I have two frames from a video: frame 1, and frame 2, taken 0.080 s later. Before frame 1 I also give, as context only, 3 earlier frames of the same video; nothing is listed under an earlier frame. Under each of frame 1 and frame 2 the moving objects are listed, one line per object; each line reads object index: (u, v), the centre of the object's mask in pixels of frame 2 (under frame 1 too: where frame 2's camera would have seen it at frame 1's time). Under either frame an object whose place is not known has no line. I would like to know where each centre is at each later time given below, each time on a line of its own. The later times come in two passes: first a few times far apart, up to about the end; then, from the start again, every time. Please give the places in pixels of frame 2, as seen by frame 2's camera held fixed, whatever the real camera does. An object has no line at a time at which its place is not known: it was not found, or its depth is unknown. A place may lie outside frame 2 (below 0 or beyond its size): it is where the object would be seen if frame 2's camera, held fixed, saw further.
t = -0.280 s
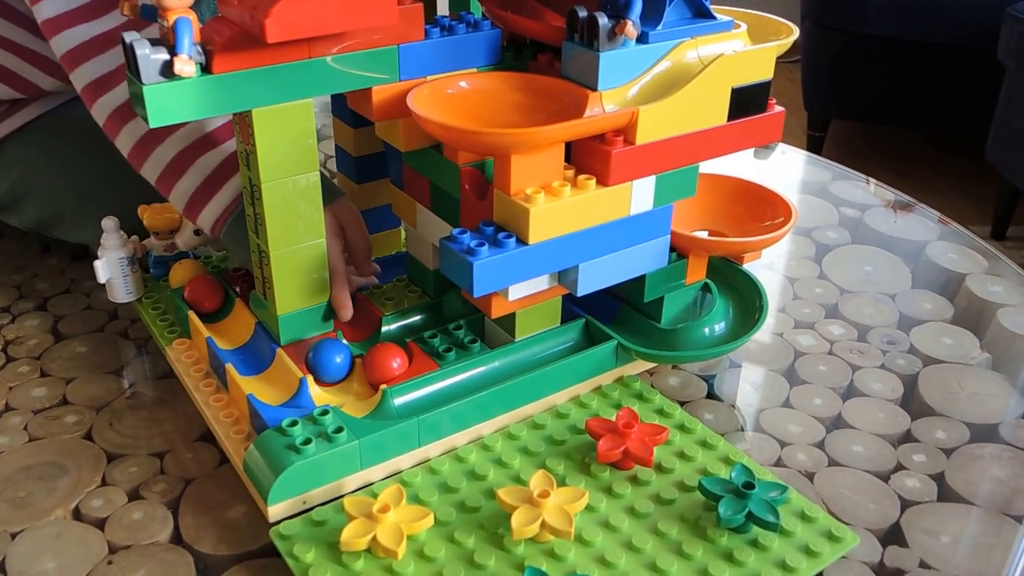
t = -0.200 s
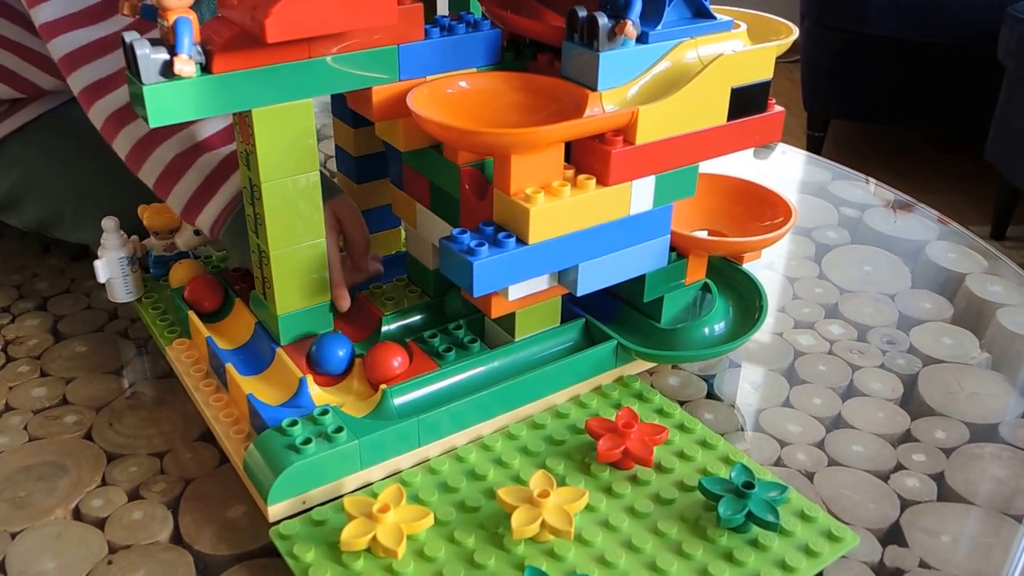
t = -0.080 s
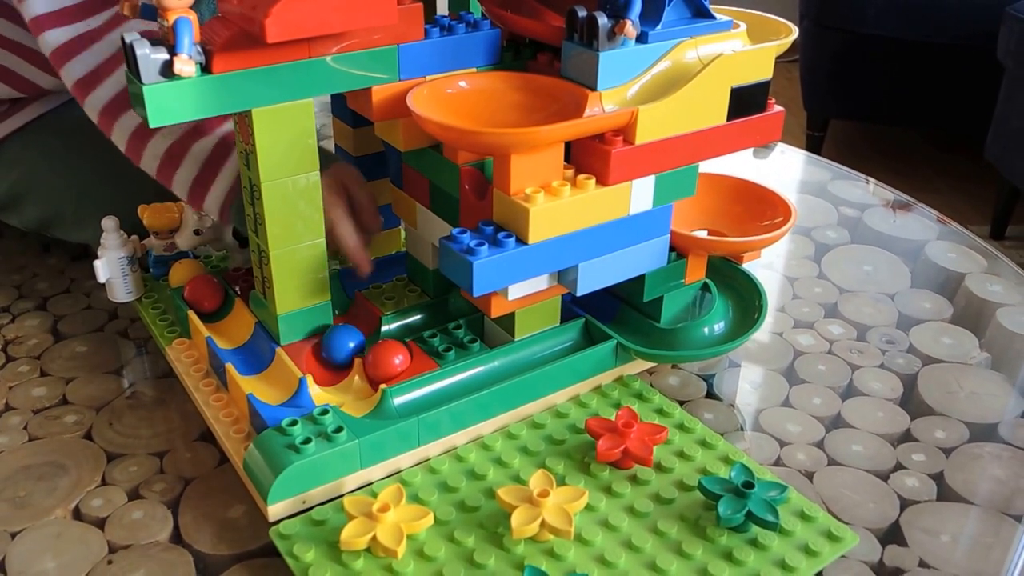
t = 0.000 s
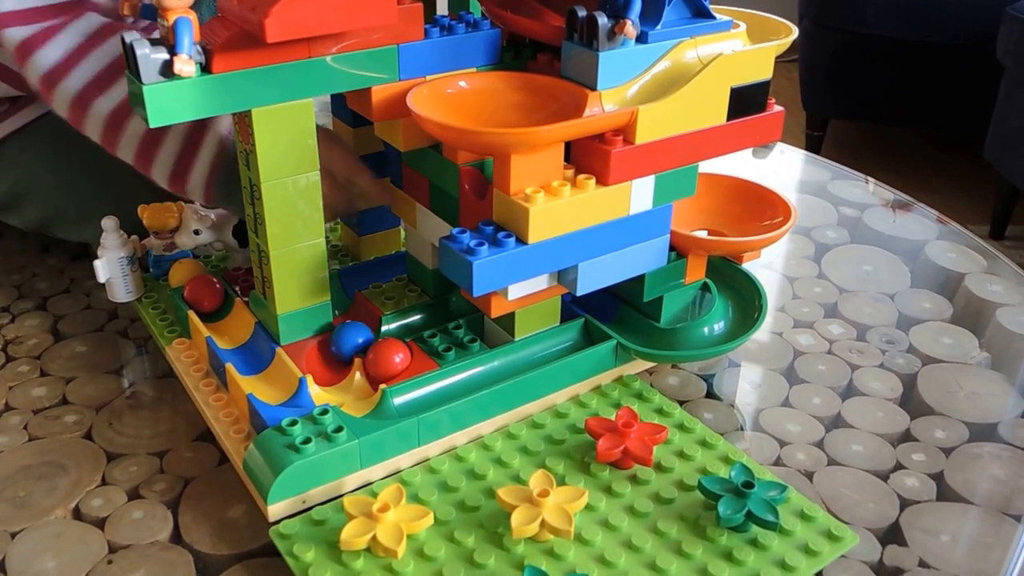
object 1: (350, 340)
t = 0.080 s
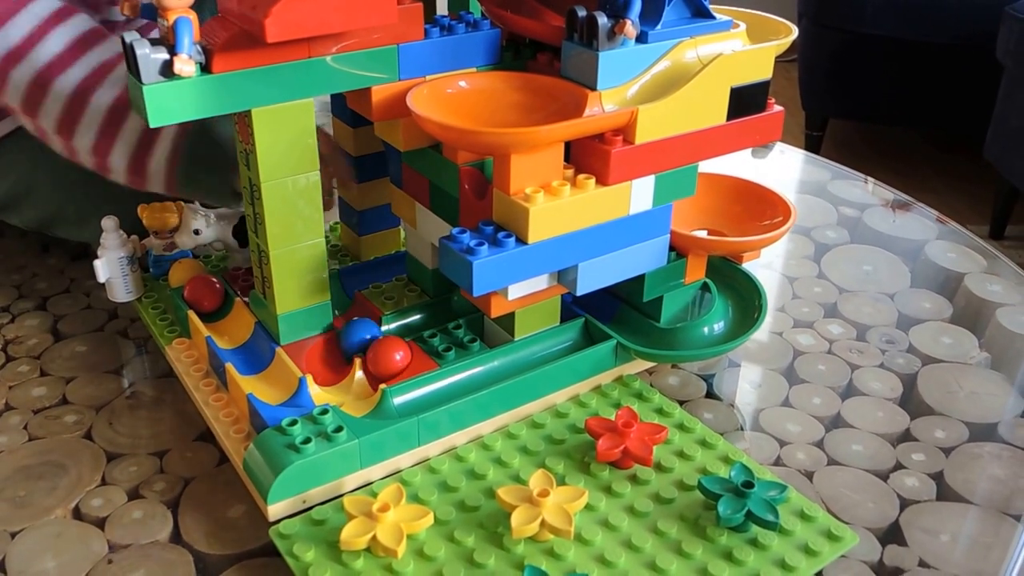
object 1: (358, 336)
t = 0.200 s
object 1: (370, 331)
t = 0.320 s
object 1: (382, 327)
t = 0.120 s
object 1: (362, 334)
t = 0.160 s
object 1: (365, 333)
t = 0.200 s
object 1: (370, 331)
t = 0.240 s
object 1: (373, 330)
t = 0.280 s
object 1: (378, 328)
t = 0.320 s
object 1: (382, 327)
